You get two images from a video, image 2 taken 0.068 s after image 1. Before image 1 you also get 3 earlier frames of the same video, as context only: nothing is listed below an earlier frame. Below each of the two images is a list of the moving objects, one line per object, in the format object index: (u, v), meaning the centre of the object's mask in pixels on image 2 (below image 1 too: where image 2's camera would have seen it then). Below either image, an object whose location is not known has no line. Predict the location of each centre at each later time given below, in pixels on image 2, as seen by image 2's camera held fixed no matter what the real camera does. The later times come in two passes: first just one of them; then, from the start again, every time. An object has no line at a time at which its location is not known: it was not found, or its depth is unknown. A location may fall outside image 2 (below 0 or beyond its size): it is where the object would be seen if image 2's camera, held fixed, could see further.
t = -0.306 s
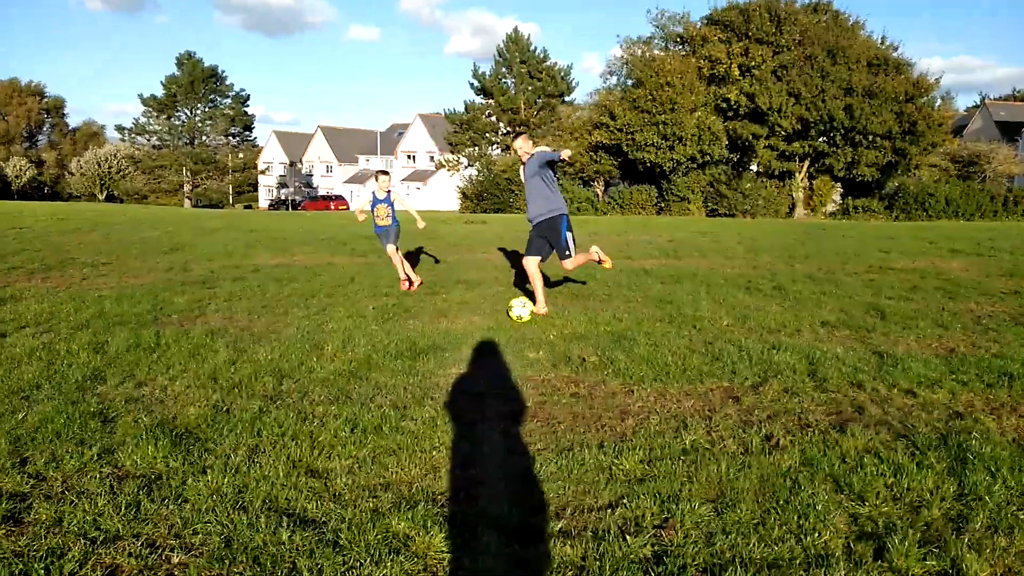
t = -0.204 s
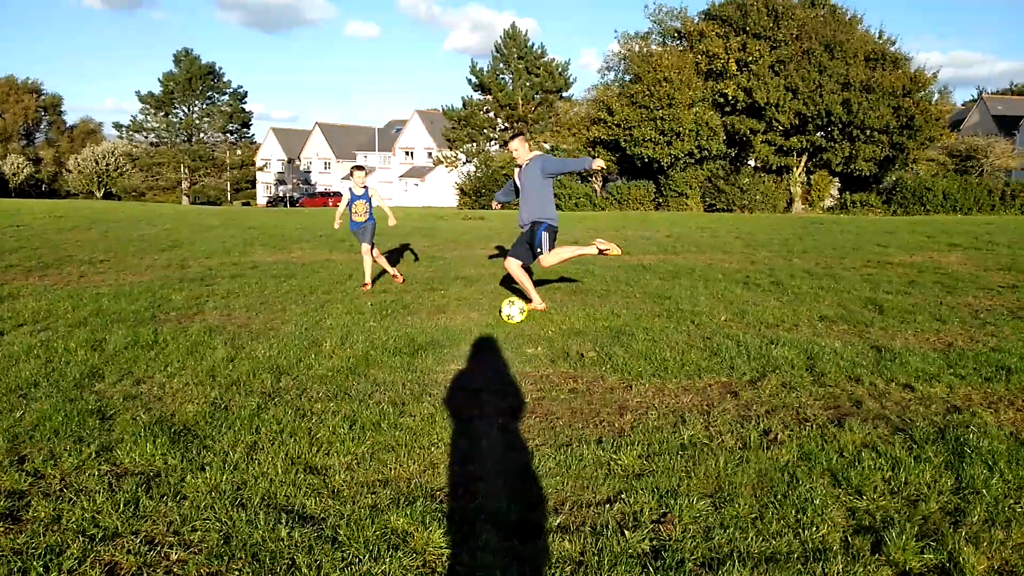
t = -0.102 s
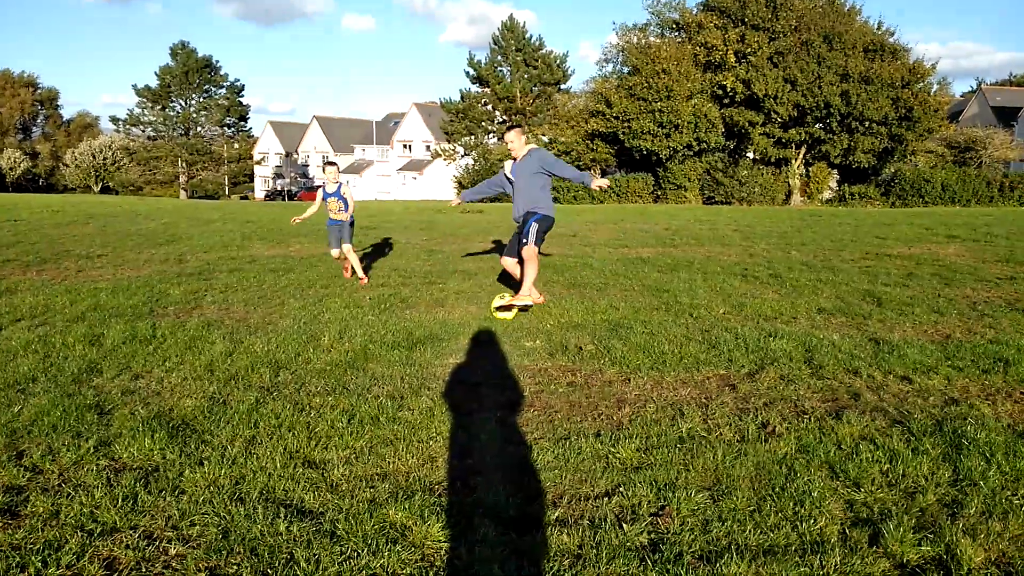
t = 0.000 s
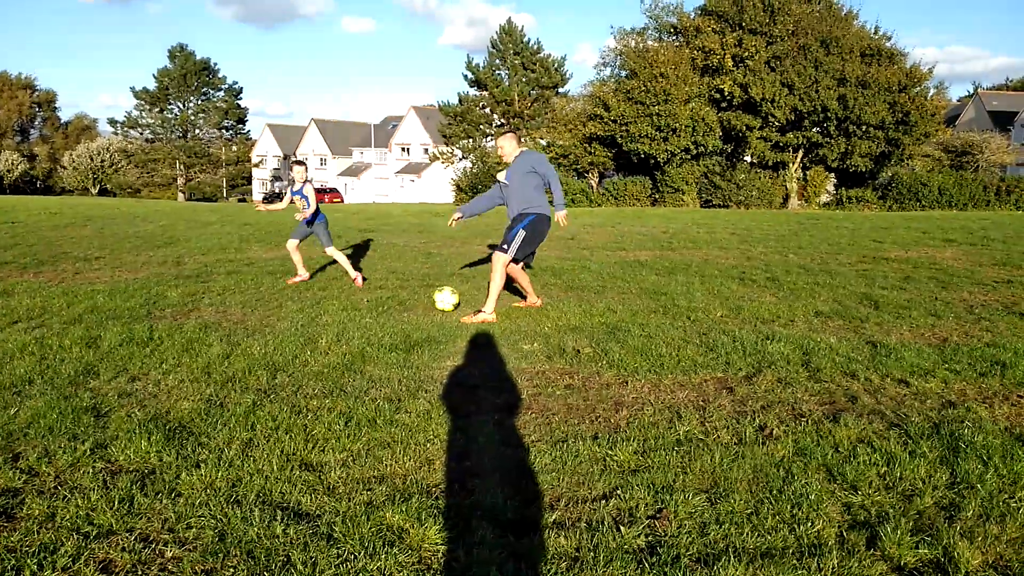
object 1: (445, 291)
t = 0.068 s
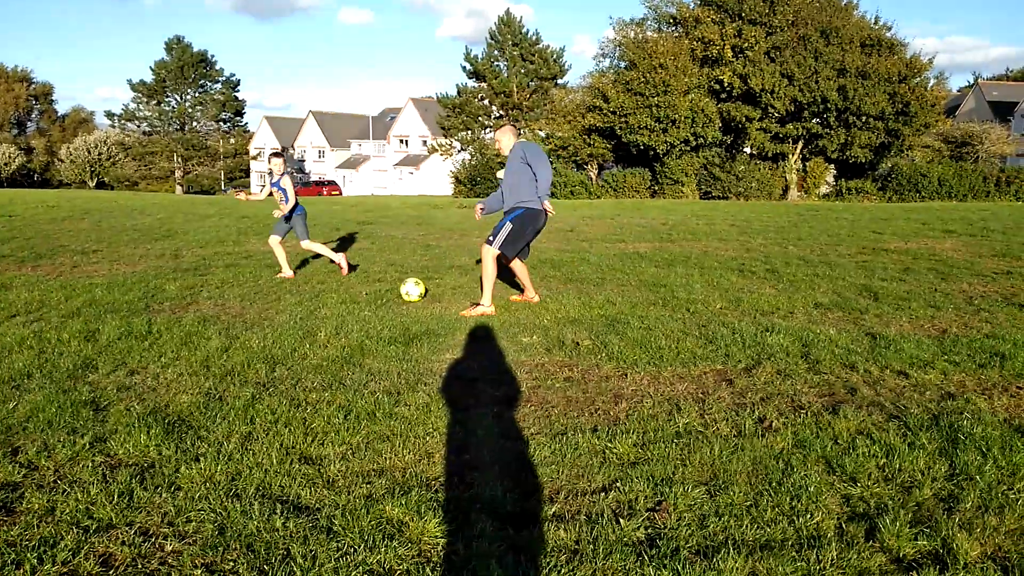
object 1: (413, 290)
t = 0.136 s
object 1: (386, 282)
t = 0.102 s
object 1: (398, 288)
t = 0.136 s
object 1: (386, 282)
